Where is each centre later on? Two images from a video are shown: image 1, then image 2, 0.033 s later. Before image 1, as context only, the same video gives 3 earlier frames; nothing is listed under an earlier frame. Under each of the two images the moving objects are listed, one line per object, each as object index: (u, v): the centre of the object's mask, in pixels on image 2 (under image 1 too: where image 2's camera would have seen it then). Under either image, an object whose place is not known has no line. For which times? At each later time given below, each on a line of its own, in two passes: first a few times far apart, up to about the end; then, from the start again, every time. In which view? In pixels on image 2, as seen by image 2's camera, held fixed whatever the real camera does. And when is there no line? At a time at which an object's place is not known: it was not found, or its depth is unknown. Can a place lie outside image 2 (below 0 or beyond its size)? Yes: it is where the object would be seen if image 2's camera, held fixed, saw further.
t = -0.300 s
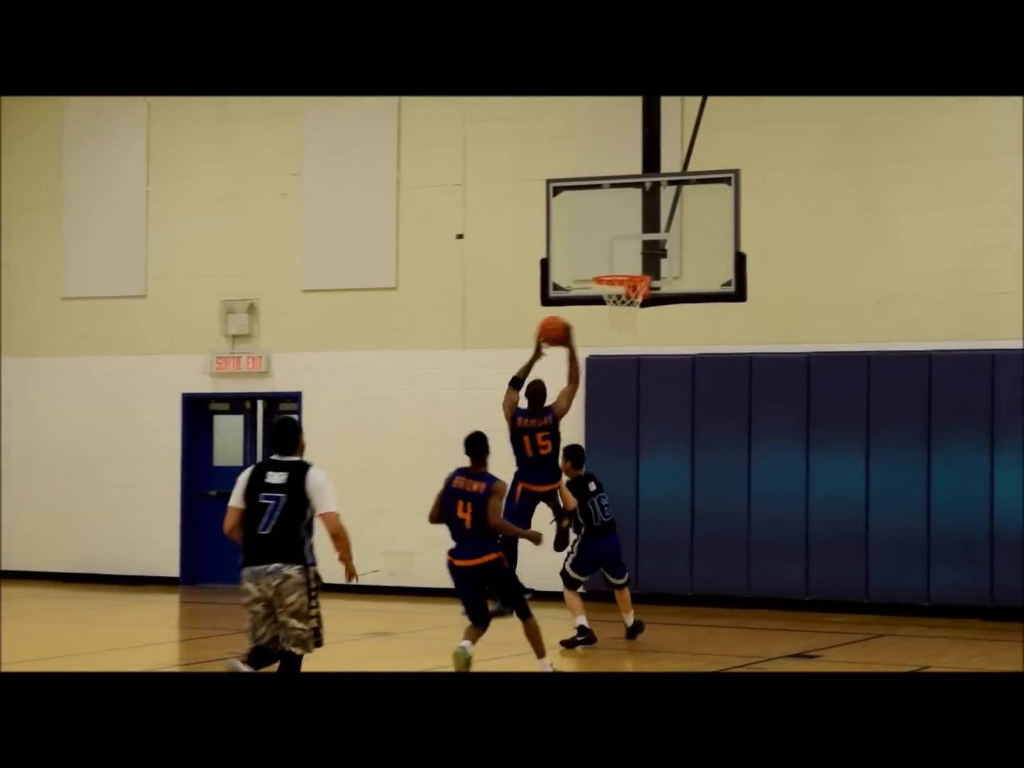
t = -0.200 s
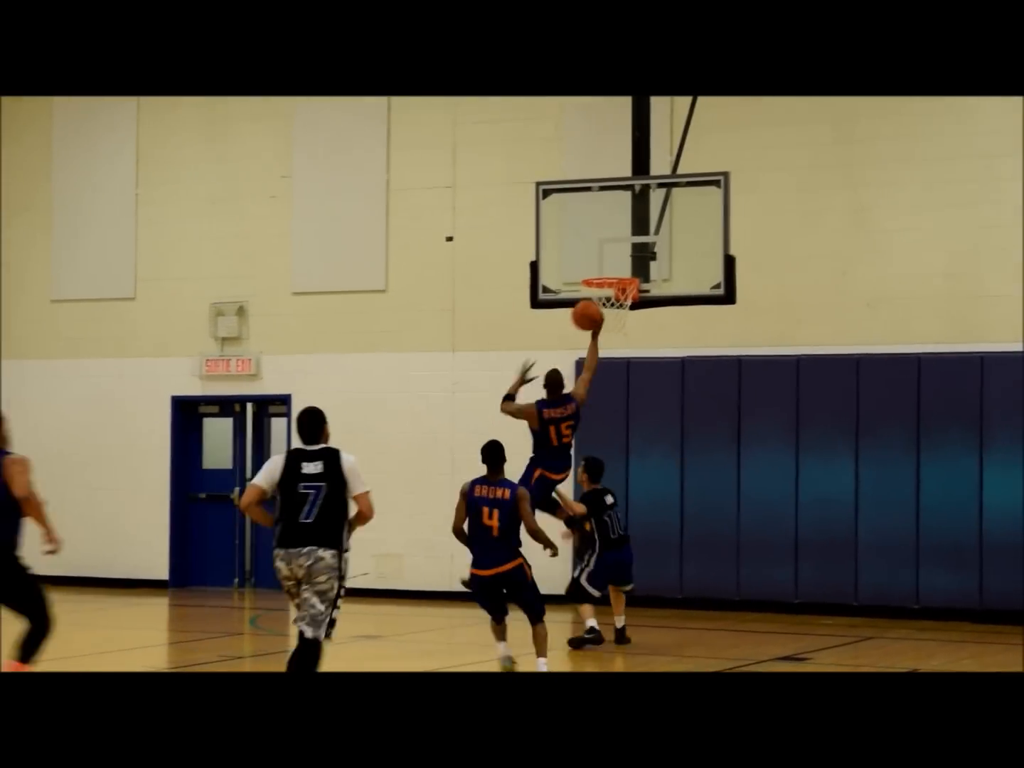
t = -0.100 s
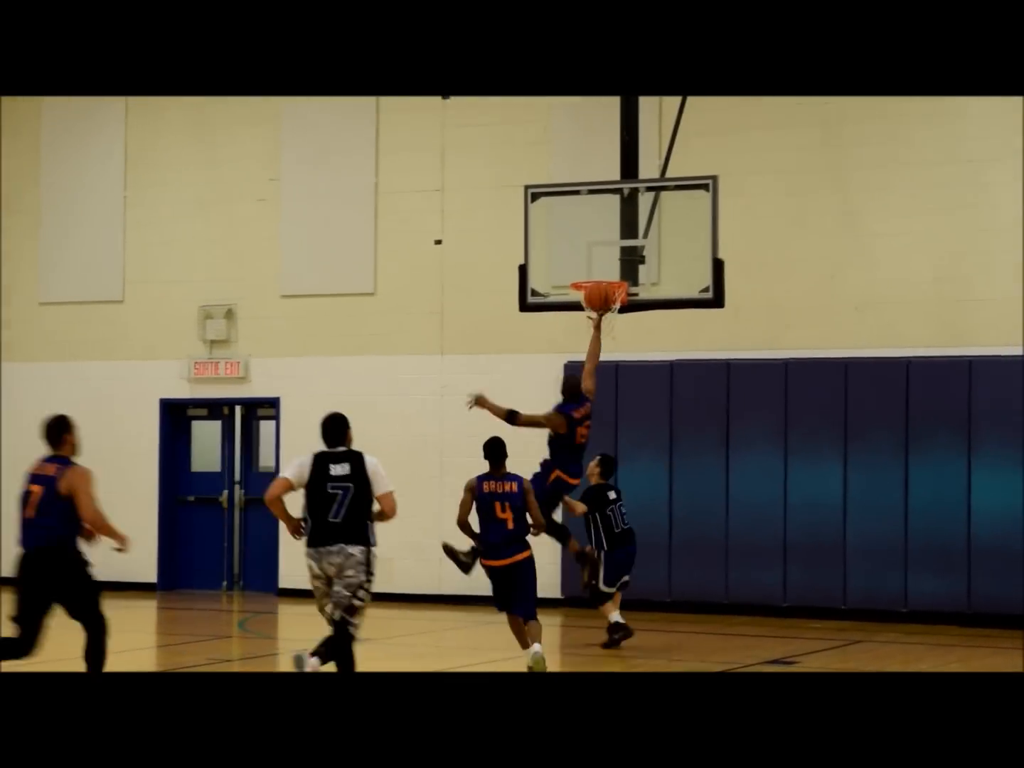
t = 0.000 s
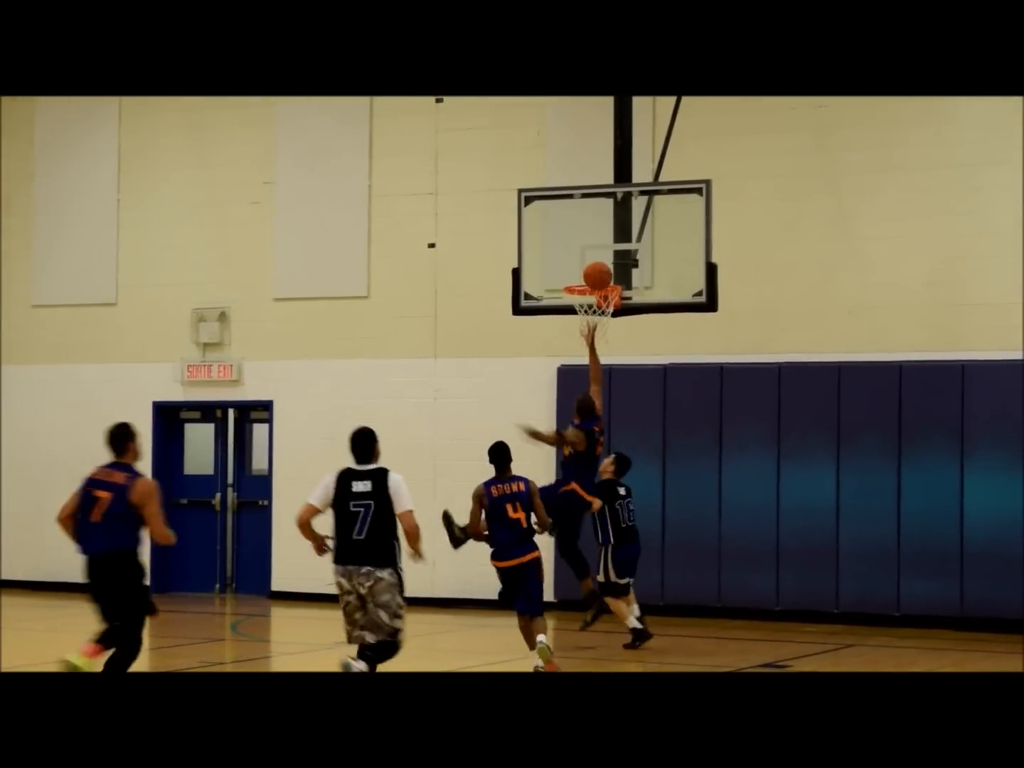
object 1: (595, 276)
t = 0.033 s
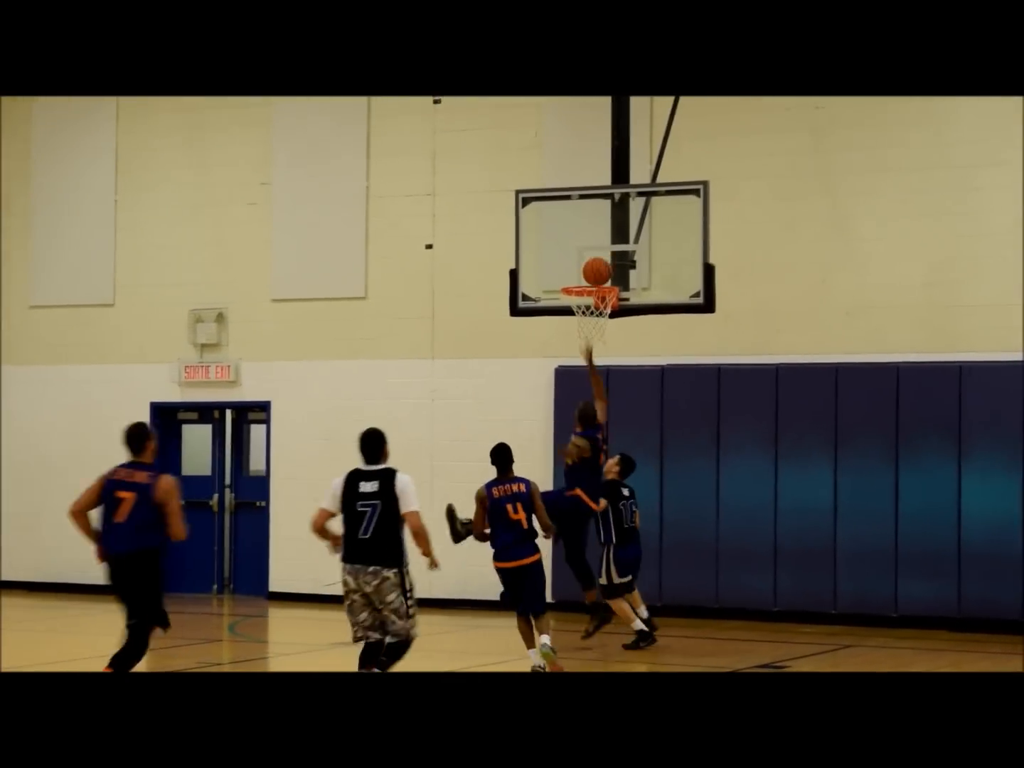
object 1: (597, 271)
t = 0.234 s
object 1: (607, 266)
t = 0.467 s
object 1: (596, 256)
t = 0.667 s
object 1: (575, 273)
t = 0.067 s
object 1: (598, 267)
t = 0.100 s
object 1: (600, 265)
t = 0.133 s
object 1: (602, 263)
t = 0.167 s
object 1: (604, 263)
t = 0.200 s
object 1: (605, 264)
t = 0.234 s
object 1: (607, 266)
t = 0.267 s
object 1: (608, 270)
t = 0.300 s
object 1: (610, 273)
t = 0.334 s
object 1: (609, 271)
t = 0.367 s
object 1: (606, 265)
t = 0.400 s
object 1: (602, 261)
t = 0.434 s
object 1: (599, 258)
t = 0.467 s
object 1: (596, 256)
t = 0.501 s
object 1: (592, 256)
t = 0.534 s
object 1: (589, 257)
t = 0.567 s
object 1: (585, 259)
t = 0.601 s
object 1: (582, 262)
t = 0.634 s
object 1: (578, 267)
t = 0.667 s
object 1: (575, 273)
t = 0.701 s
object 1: (571, 280)
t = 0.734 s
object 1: (567, 288)
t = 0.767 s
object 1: (563, 299)
